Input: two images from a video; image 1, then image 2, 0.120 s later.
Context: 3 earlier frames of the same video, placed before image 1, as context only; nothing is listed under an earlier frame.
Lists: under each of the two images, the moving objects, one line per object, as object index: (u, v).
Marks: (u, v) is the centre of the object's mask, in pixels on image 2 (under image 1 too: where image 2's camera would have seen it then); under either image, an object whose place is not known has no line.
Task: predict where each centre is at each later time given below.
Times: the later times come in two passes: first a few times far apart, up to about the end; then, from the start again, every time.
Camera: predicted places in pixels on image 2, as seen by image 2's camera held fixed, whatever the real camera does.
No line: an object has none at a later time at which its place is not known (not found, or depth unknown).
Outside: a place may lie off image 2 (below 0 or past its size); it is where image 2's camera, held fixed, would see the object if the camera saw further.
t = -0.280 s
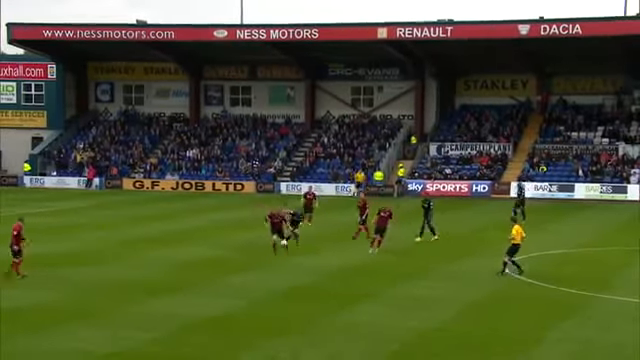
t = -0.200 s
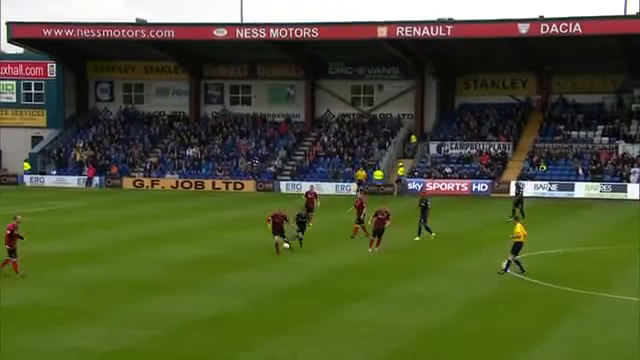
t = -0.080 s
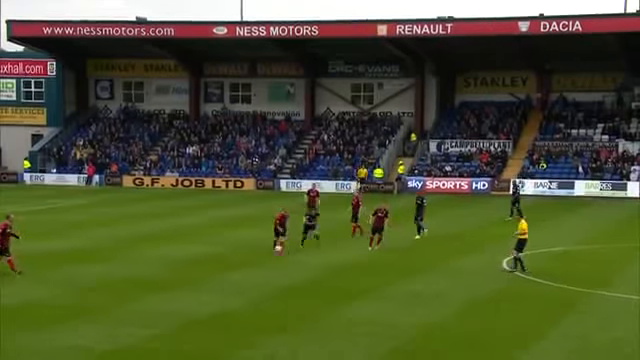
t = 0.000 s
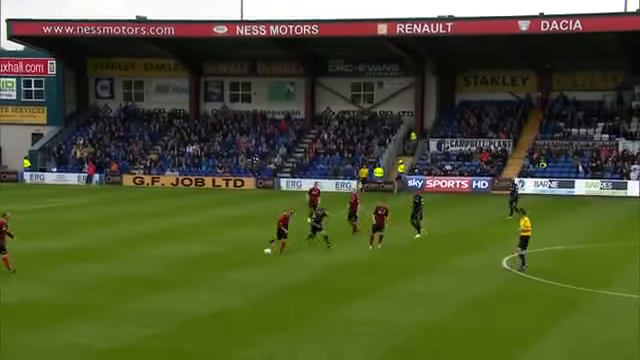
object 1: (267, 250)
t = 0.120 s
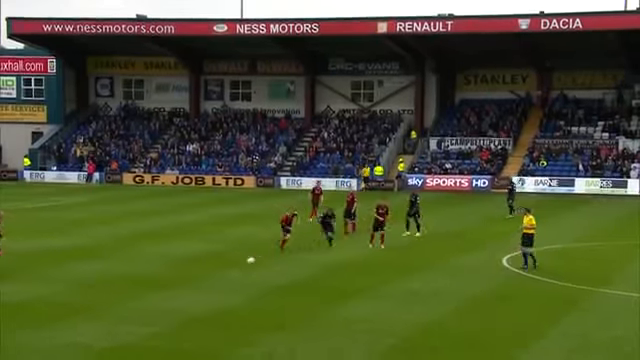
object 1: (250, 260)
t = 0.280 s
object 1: (229, 268)
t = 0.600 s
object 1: (187, 285)
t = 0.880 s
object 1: (152, 299)
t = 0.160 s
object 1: (244, 266)
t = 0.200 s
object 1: (239, 266)
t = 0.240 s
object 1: (233, 267)
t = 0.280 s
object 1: (229, 268)
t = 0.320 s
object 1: (223, 269)
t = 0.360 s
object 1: (218, 272)
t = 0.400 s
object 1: (212, 275)
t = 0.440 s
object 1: (207, 280)
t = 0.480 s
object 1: (202, 282)
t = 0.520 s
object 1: (197, 283)
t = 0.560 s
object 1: (193, 283)
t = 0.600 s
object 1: (187, 285)
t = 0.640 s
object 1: (182, 288)
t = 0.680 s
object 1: (178, 291)
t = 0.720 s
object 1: (174, 295)
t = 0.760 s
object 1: (168, 297)
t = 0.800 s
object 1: (163, 297)
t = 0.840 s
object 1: (158, 298)
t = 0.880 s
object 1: (152, 299)
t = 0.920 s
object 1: (147, 301)
